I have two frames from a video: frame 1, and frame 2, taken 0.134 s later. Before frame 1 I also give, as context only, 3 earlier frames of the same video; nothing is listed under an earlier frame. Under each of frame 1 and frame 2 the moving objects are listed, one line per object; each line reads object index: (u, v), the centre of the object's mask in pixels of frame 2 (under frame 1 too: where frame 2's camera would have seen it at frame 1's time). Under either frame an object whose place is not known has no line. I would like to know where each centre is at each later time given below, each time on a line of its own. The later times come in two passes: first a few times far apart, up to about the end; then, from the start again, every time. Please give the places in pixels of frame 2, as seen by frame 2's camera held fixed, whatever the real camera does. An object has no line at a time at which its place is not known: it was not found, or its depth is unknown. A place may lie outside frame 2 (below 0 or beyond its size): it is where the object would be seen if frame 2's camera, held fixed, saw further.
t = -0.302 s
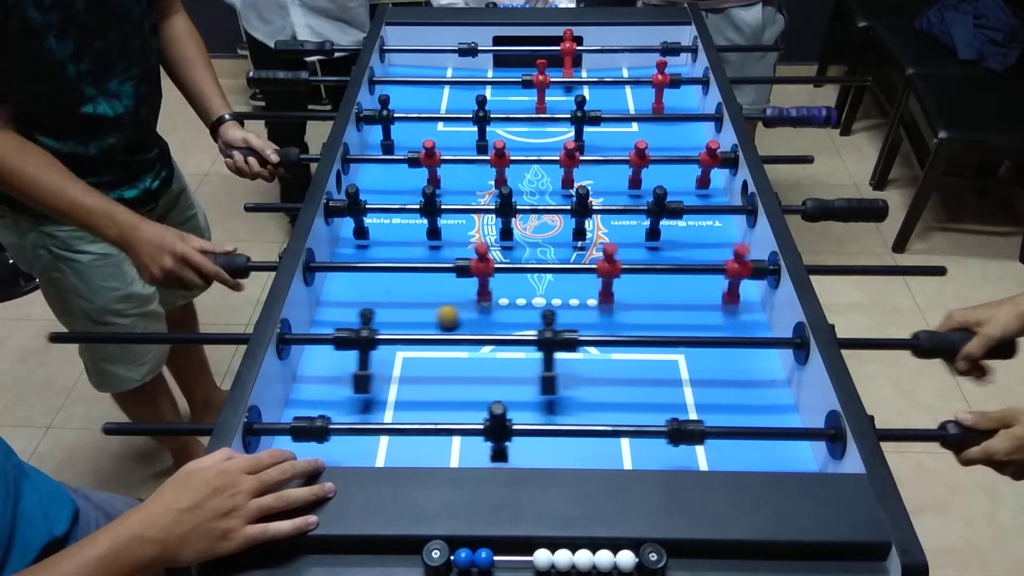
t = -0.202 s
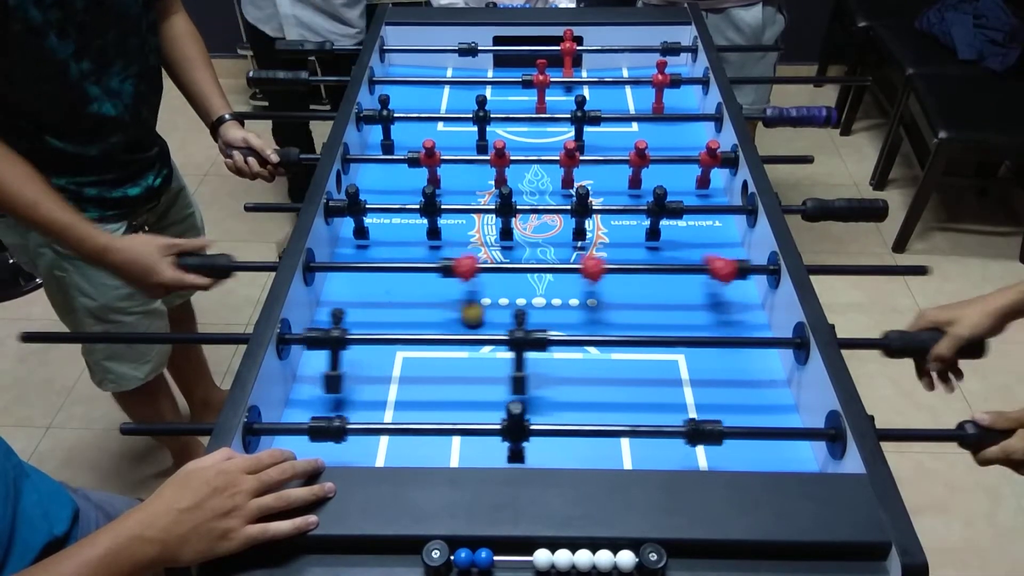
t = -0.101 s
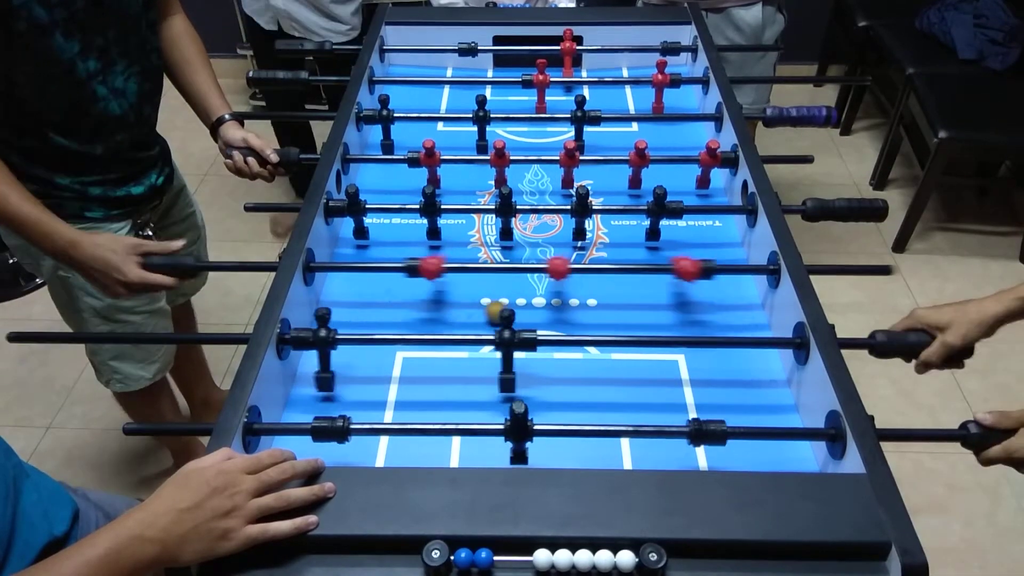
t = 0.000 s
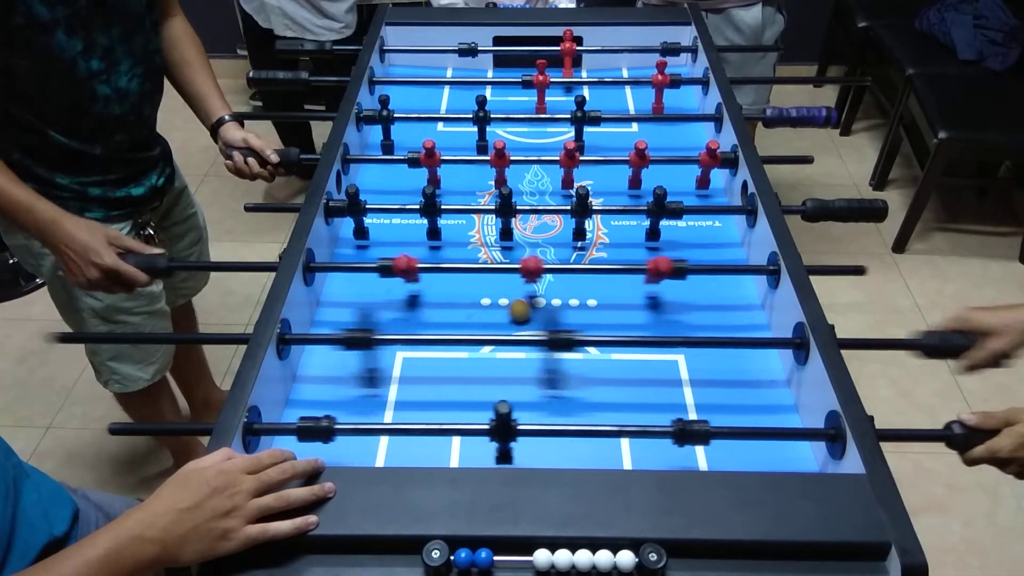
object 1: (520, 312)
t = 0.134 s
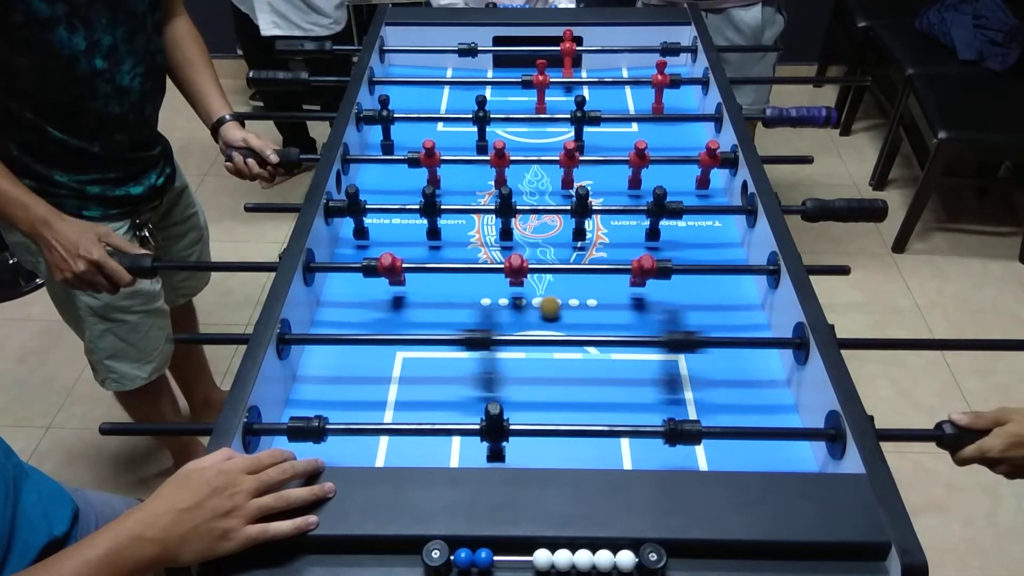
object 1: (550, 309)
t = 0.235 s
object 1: (572, 307)
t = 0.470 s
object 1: (622, 303)
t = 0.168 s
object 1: (557, 308)
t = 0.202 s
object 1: (565, 308)
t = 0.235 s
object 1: (572, 307)
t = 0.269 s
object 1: (579, 306)
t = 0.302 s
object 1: (587, 306)
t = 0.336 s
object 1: (594, 305)
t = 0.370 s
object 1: (601, 305)
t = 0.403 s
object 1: (608, 304)
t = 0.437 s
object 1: (615, 303)
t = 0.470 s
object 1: (622, 303)
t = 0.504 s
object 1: (629, 302)
